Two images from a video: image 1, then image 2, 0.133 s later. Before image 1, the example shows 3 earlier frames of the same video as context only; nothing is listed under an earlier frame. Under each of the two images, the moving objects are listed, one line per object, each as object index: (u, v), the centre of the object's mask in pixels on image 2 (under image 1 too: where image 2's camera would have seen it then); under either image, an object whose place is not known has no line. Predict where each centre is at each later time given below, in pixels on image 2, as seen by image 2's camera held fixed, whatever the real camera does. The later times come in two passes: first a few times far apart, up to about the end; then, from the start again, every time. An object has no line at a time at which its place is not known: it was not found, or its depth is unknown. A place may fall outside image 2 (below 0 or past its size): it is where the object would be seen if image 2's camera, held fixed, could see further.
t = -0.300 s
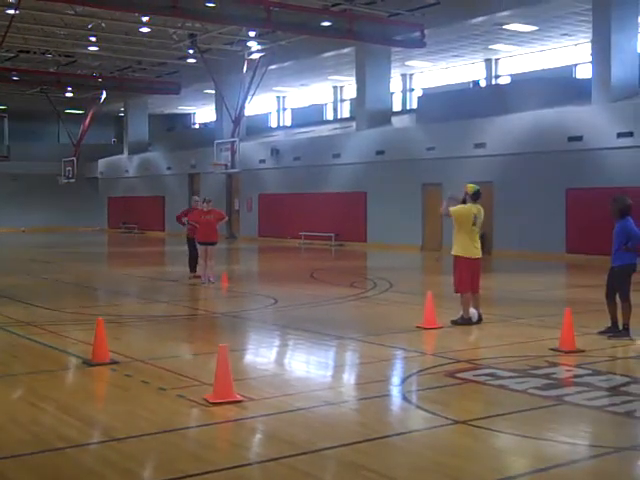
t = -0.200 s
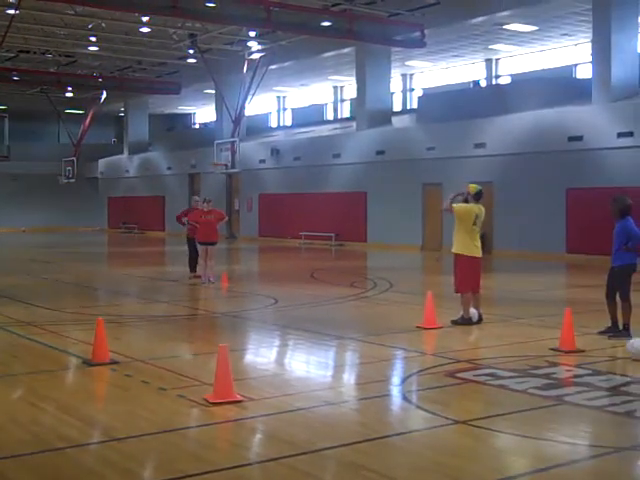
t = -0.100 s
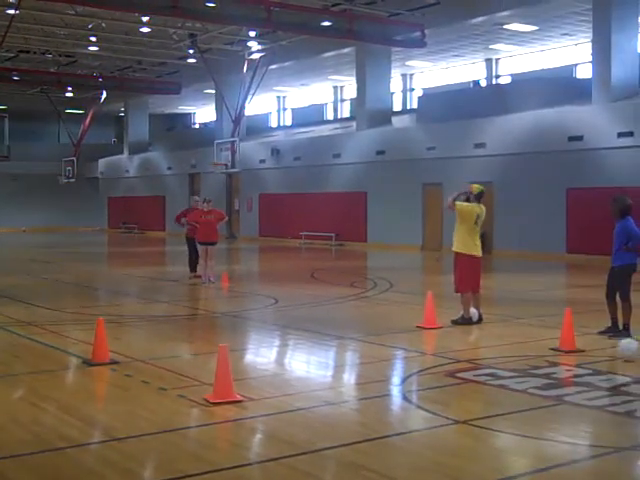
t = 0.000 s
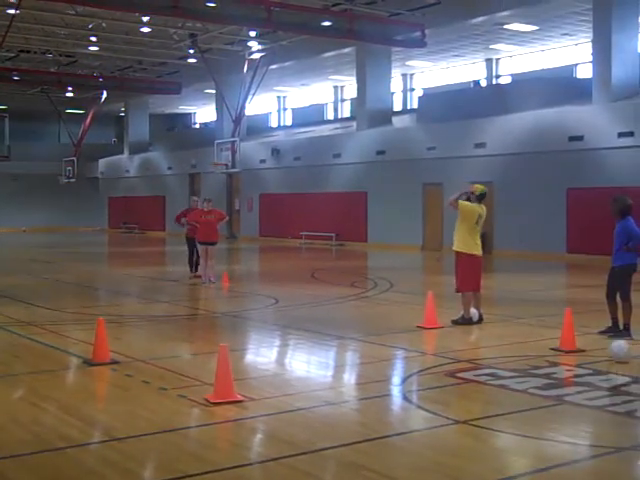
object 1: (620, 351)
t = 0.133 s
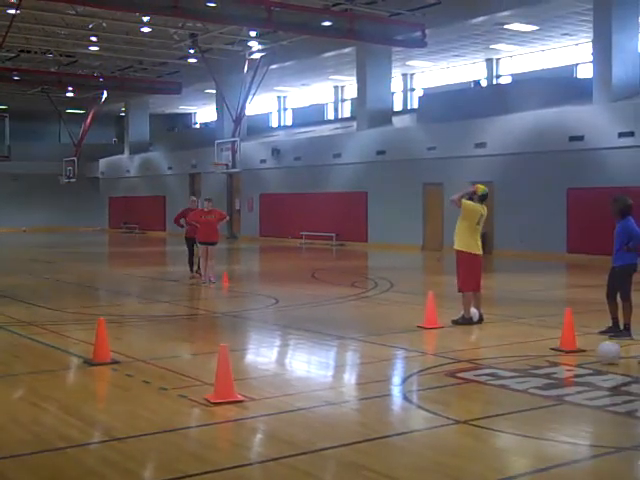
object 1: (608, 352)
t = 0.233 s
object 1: (601, 353)
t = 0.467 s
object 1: (578, 355)
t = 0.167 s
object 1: (605, 353)
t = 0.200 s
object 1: (605, 352)
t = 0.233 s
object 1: (601, 353)
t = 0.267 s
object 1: (596, 353)
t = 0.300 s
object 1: (594, 354)
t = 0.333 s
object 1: (590, 354)
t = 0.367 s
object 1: (586, 355)
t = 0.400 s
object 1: (584, 355)
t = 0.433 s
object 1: (580, 355)
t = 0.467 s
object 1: (578, 355)
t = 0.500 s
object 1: (574, 356)
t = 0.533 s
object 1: (571, 357)
